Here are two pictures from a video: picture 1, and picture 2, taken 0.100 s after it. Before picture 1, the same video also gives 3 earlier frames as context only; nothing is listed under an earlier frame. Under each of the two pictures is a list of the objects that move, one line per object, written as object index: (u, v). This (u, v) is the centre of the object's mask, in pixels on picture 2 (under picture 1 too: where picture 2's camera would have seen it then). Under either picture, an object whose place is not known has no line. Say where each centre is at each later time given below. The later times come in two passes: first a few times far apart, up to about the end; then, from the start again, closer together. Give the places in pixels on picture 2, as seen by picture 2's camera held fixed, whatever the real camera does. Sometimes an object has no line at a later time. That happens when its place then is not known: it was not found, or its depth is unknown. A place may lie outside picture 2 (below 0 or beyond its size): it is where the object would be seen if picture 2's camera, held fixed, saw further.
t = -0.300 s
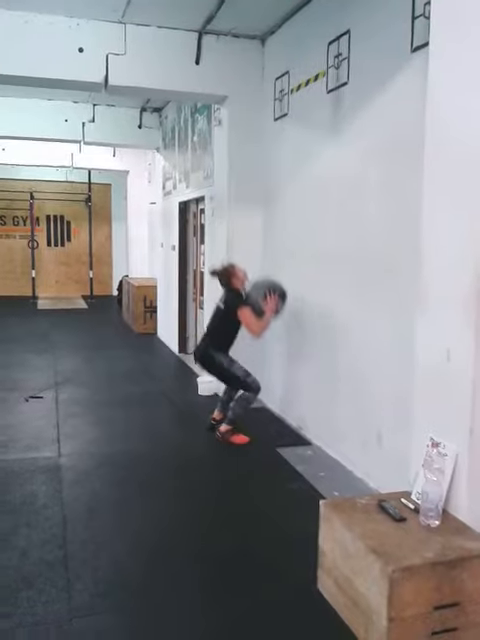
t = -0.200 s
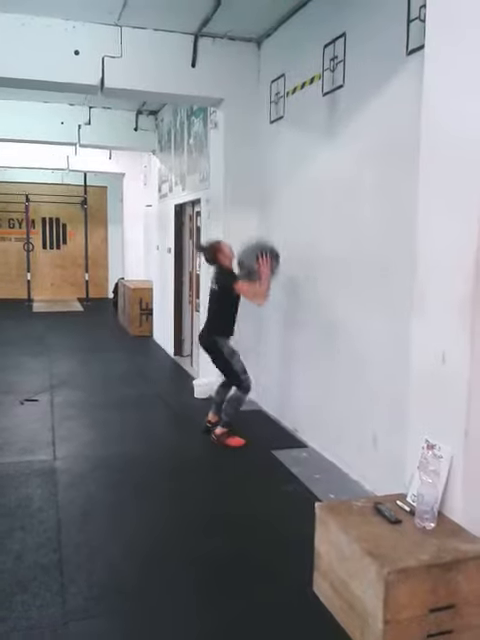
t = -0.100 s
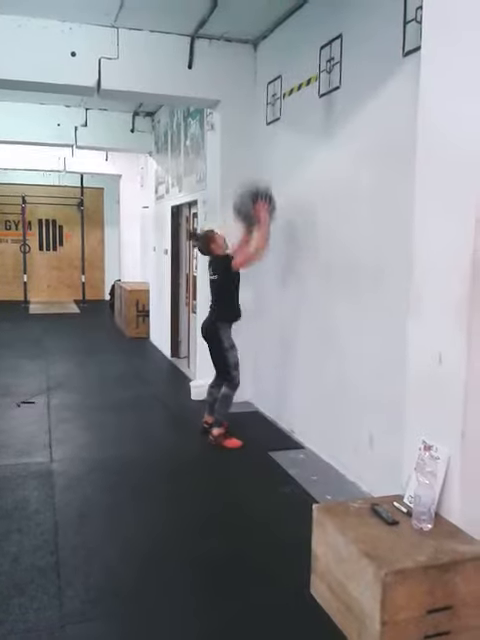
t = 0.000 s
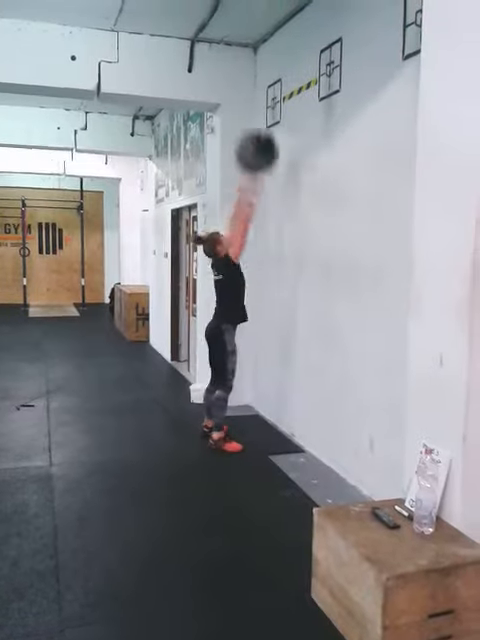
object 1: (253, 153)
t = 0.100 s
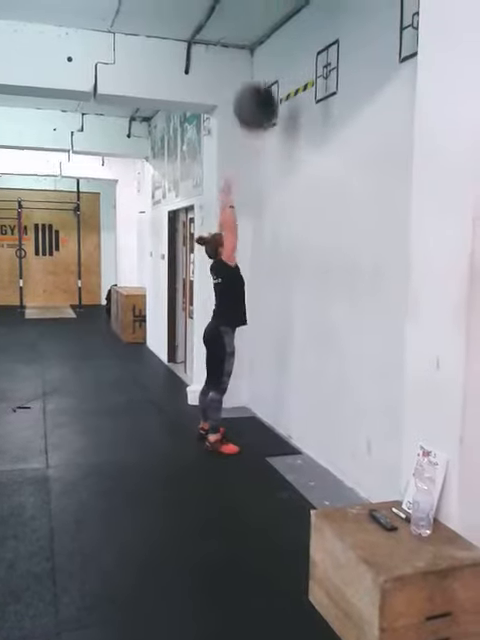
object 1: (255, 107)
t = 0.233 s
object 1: (258, 65)
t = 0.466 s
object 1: (262, 54)
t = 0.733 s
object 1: (263, 139)
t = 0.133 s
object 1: (255, 93)
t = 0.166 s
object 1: (256, 83)
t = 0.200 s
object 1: (257, 73)
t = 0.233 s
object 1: (258, 65)
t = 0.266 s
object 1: (258, 59)
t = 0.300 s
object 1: (259, 54)
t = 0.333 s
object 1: (259, 50)
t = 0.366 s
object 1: (260, 48)
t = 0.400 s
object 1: (260, 48)
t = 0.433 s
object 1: (261, 51)
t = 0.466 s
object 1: (262, 54)
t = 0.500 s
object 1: (262, 60)
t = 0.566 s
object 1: (262, 74)
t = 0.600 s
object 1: (262, 84)
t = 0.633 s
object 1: (263, 94)
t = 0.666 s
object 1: (263, 108)
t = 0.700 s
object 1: (263, 123)
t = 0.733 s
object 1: (263, 139)
